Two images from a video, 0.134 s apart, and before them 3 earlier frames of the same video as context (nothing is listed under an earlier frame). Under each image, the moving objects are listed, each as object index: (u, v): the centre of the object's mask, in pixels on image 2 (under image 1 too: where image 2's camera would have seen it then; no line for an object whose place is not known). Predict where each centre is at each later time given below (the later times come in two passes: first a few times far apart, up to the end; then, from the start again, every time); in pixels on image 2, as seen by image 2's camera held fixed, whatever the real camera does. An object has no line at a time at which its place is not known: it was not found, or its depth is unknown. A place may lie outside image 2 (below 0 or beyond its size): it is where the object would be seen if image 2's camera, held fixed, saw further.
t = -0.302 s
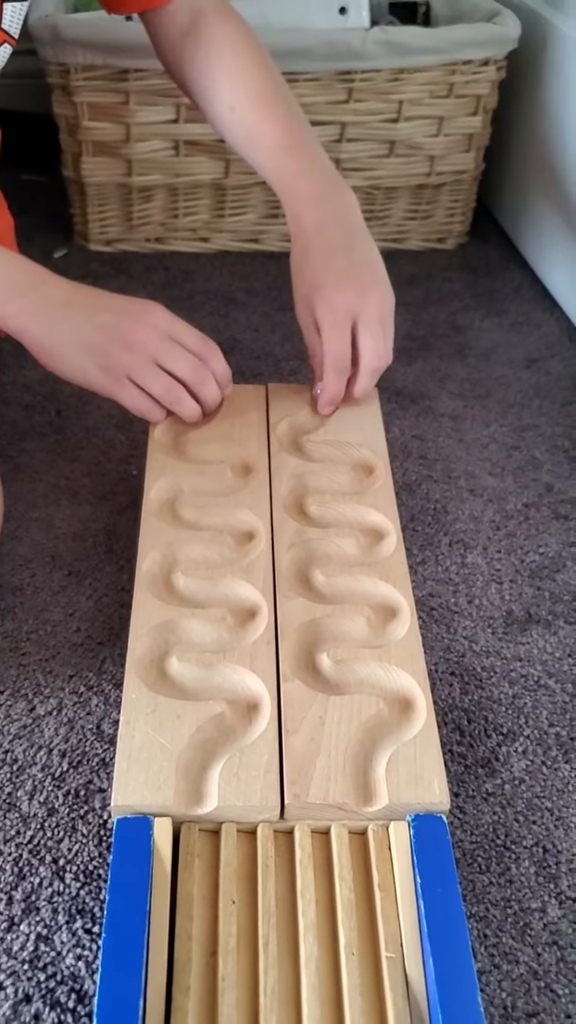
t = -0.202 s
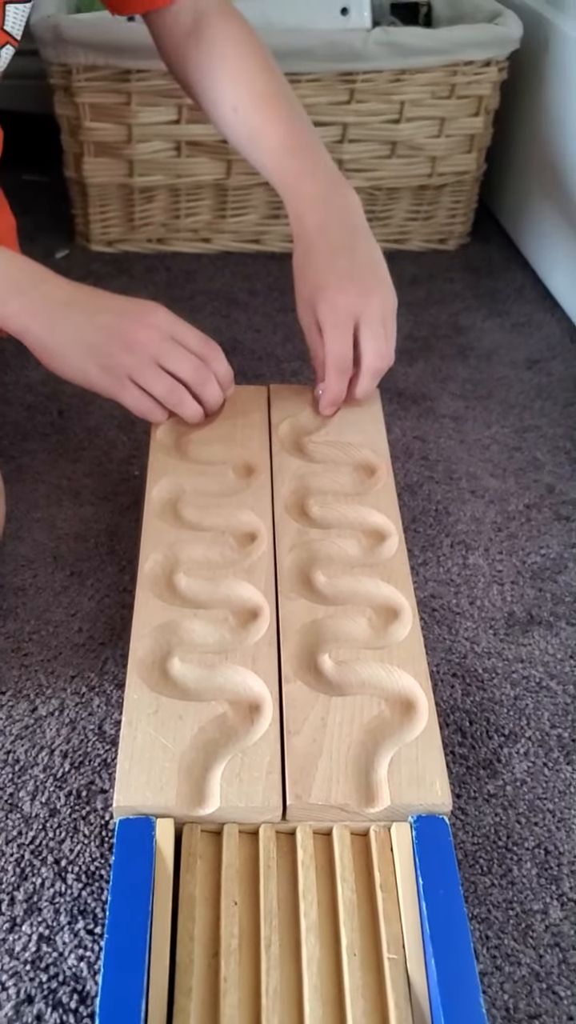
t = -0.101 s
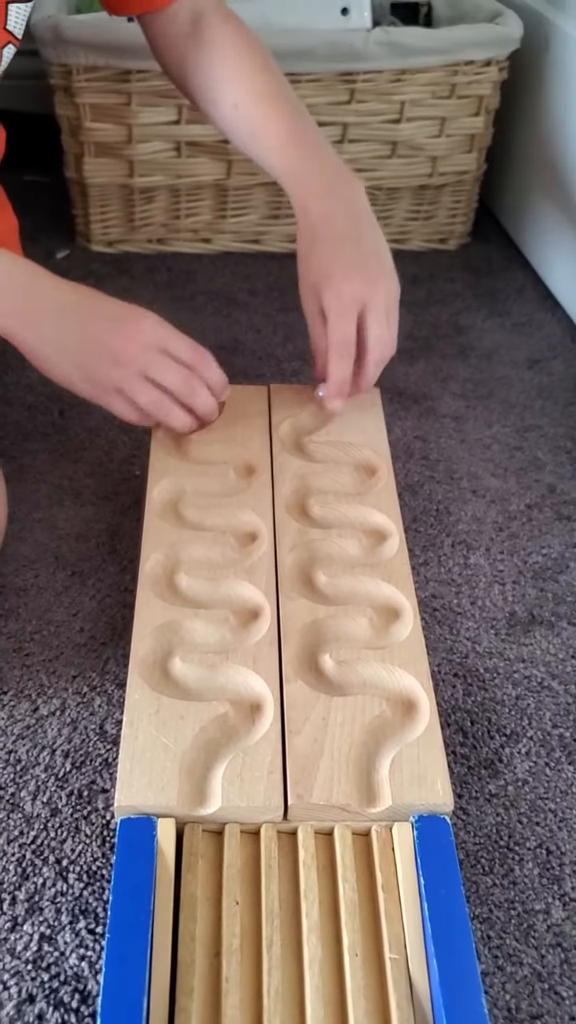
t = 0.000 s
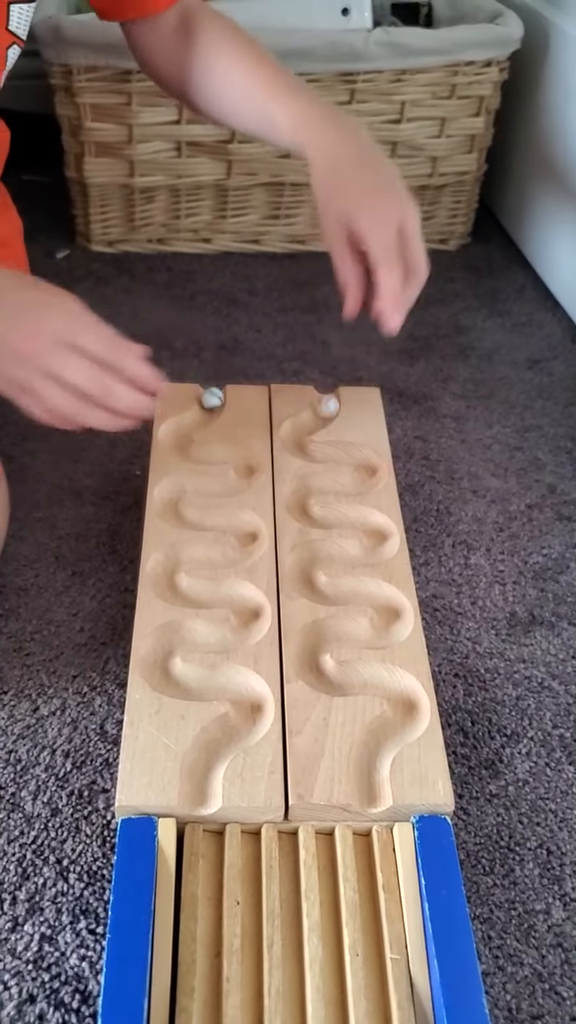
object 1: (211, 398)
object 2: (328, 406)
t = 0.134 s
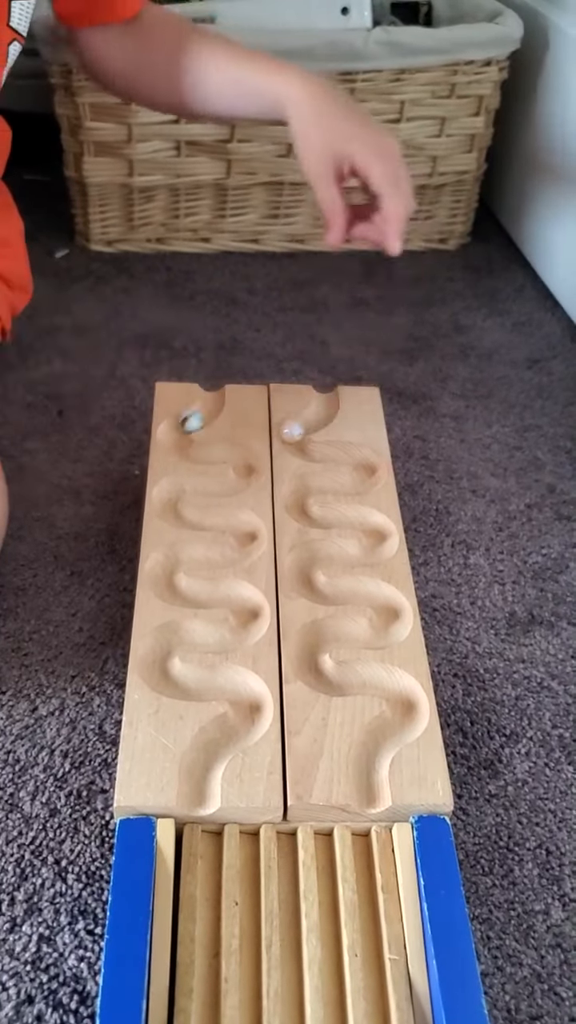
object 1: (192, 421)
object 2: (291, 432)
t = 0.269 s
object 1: (180, 447)
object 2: (317, 452)
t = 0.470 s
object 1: (247, 463)
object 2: (373, 466)
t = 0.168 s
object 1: (181, 426)
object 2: (290, 437)
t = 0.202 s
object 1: (171, 432)
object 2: (297, 446)
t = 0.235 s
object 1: (169, 440)
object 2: (305, 450)
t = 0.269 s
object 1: (180, 447)
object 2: (317, 452)
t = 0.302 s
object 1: (190, 452)
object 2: (329, 451)
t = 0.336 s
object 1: (203, 454)
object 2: (337, 450)
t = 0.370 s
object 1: (217, 454)
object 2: (347, 453)
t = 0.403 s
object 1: (230, 452)
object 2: (358, 456)
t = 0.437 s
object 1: (241, 456)
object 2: (368, 460)
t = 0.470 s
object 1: (247, 463)
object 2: (373, 466)
